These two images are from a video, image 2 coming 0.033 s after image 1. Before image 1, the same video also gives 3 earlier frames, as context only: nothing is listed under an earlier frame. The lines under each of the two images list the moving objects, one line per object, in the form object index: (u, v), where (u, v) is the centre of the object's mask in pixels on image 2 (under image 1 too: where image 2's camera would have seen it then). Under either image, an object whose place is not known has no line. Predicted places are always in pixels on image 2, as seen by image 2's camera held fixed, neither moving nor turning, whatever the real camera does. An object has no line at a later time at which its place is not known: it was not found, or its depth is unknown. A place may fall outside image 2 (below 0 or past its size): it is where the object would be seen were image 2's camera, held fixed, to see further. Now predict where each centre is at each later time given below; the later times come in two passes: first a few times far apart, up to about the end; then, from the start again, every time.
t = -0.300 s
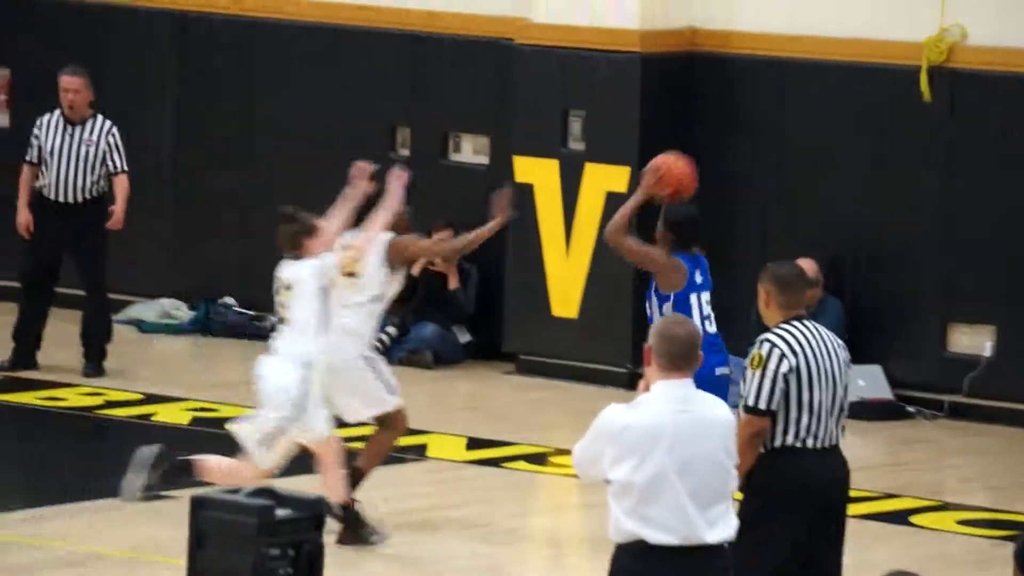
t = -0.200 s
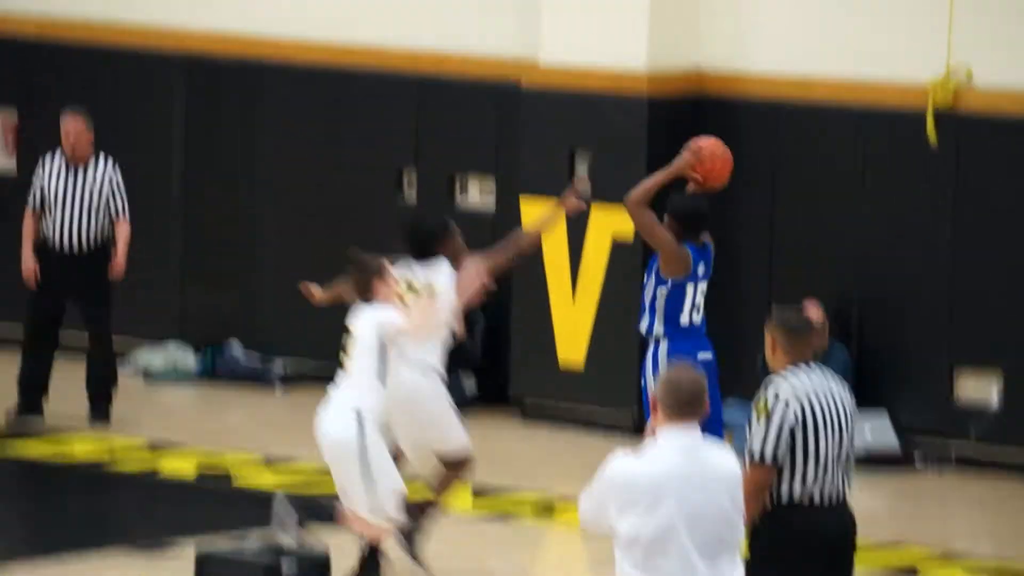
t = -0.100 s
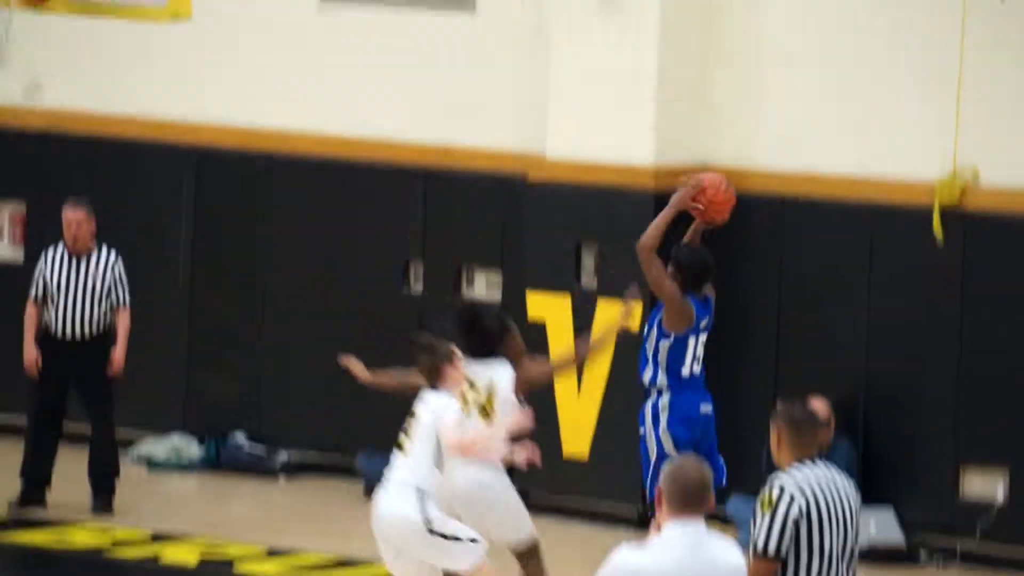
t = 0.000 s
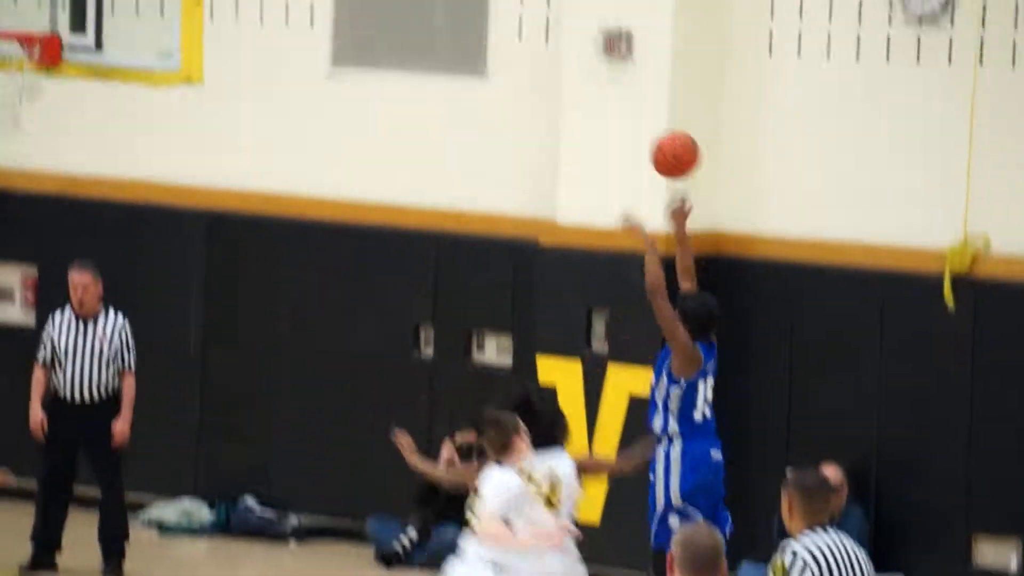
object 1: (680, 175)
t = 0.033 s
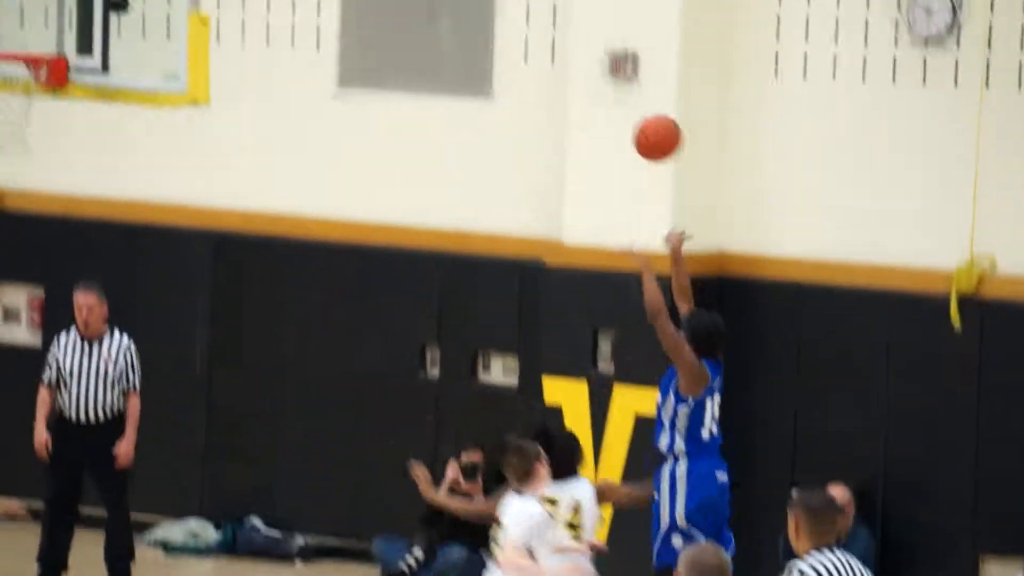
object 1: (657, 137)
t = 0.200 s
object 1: (540, -12)
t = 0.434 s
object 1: (382, -117)
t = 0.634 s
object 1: (244, -133)
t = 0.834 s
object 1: (106, -59)
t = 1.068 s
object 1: (-41, 103)
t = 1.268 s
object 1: (-80, 154)
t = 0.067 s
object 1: (633, 102)
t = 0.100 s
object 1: (611, 70)
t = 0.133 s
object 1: (587, 41)
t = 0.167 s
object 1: (564, 13)
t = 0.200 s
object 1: (540, -12)
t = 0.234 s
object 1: (517, -35)
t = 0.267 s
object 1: (495, -55)
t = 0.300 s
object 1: (472, -74)
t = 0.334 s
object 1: (450, -90)
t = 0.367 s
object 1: (427, -101)
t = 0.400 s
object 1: (405, -110)
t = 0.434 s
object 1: (382, -117)
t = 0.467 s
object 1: (360, -123)
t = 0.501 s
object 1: (337, -128)
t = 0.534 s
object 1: (314, -133)
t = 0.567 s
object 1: (290, -136)
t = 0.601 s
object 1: (267, -138)
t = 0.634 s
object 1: (244, -133)
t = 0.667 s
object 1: (221, -126)
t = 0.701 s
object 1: (198, -116)
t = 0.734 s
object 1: (175, -105)
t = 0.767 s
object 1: (153, -90)
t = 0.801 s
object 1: (130, -75)
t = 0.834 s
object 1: (106, -59)
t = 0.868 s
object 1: (85, -40)
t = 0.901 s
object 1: (62, -17)
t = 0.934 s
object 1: (40, 8)
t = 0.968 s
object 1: (17, 34)
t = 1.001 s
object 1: (-5, 64)
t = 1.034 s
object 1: (-28, 91)
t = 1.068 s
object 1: (-41, 103)
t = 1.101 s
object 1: (-49, 106)
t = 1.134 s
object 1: (-55, 111)
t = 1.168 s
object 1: (-62, 118)
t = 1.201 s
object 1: (-68, 128)
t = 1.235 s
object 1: (-74, 140)
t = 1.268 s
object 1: (-80, 154)
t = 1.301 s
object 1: (-87, 170)
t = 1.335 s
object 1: (-94, 188)
